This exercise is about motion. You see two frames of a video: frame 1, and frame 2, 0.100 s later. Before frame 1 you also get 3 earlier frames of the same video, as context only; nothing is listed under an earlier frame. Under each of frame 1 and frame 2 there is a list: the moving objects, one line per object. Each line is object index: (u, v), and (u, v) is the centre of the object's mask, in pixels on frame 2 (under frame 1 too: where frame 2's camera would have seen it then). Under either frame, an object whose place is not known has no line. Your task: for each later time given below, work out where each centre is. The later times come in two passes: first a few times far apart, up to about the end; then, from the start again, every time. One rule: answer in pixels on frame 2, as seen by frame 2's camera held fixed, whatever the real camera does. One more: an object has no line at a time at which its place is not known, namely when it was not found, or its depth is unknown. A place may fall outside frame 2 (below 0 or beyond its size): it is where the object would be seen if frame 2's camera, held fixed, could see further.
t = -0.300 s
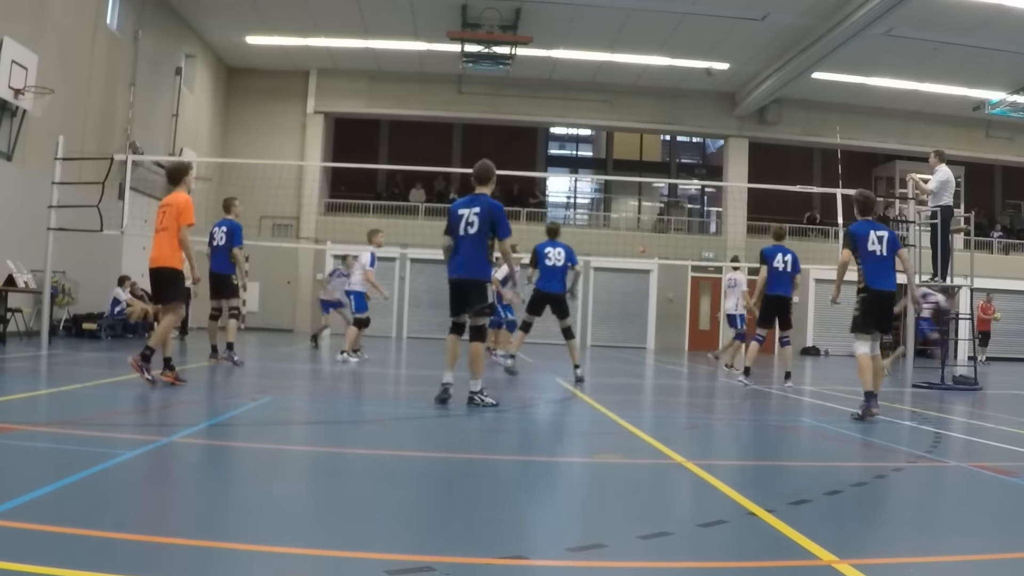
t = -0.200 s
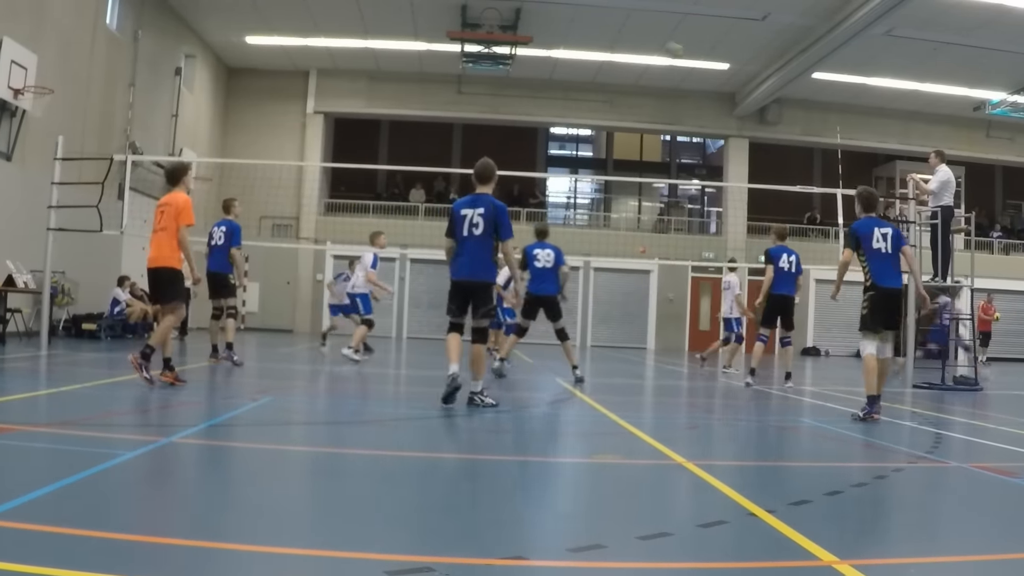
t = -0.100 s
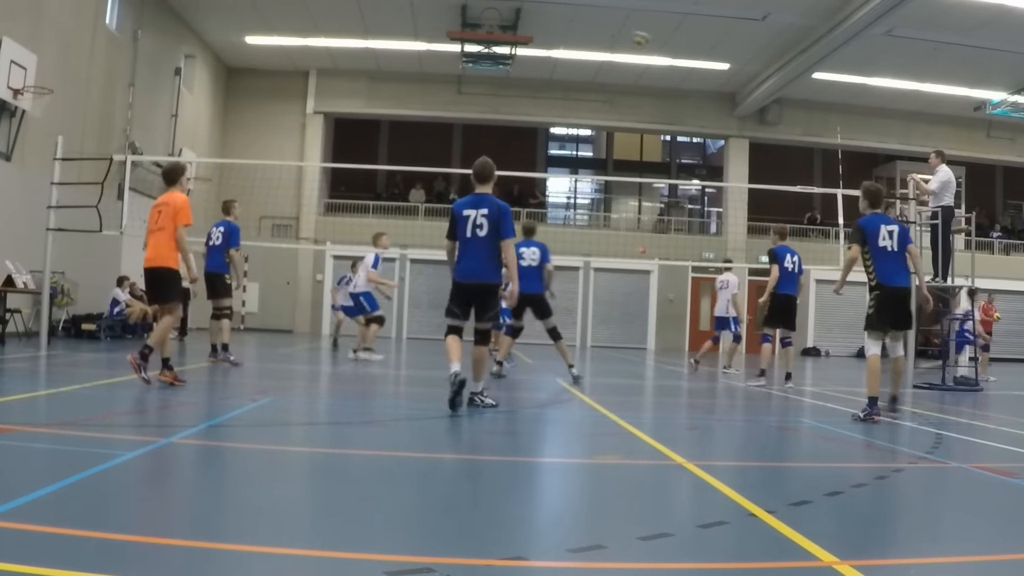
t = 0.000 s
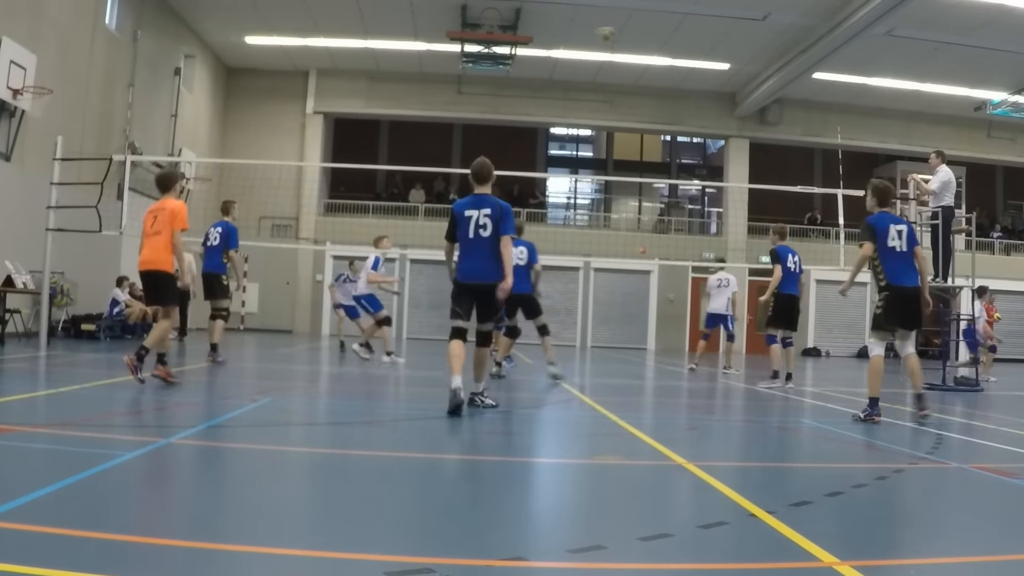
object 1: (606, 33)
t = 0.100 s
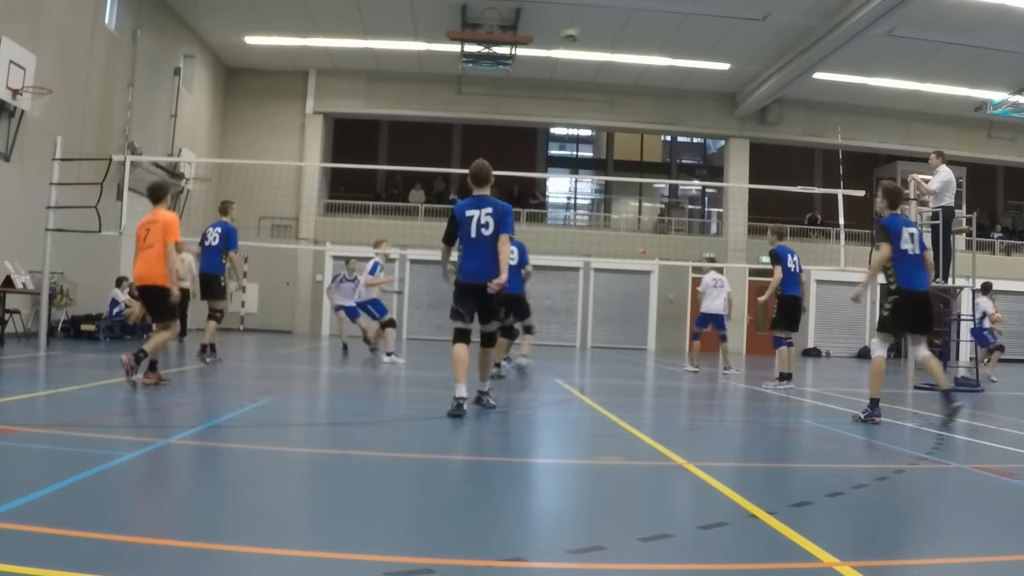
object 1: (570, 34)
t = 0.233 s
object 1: (523, 47)
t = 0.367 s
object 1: (474, 73)
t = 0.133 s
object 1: (559, 36)
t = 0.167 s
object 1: (547, 39)
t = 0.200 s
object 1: (535, 42)
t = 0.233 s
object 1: (523, 47)
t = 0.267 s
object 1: (508, 57)
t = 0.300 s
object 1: (500, 59)
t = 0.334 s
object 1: (488, 63)
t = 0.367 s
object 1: (474, 73)
